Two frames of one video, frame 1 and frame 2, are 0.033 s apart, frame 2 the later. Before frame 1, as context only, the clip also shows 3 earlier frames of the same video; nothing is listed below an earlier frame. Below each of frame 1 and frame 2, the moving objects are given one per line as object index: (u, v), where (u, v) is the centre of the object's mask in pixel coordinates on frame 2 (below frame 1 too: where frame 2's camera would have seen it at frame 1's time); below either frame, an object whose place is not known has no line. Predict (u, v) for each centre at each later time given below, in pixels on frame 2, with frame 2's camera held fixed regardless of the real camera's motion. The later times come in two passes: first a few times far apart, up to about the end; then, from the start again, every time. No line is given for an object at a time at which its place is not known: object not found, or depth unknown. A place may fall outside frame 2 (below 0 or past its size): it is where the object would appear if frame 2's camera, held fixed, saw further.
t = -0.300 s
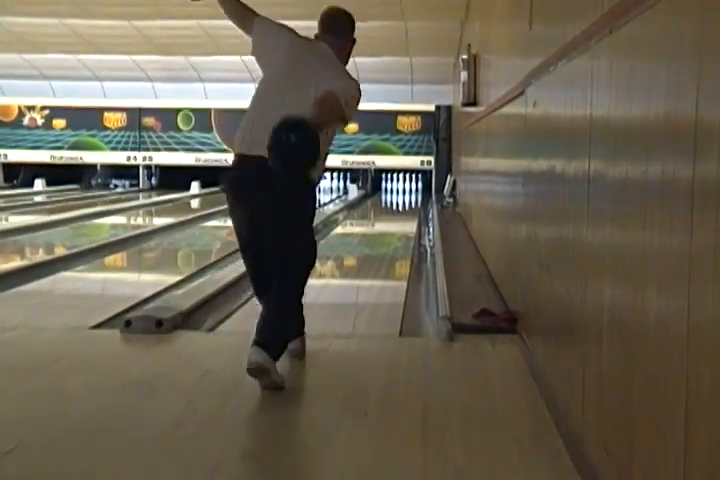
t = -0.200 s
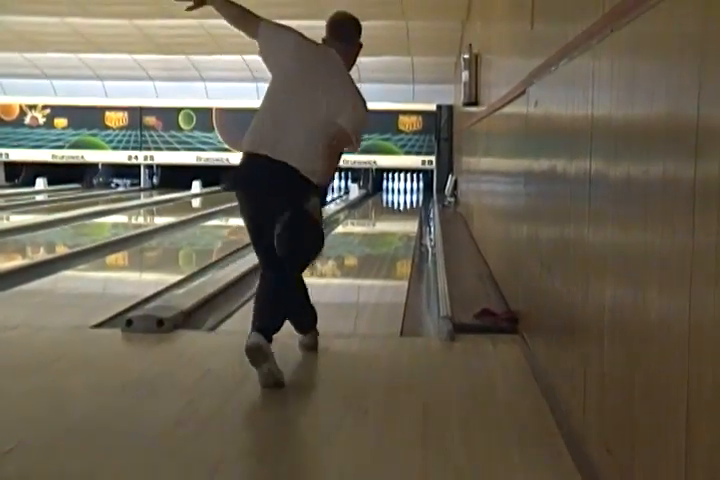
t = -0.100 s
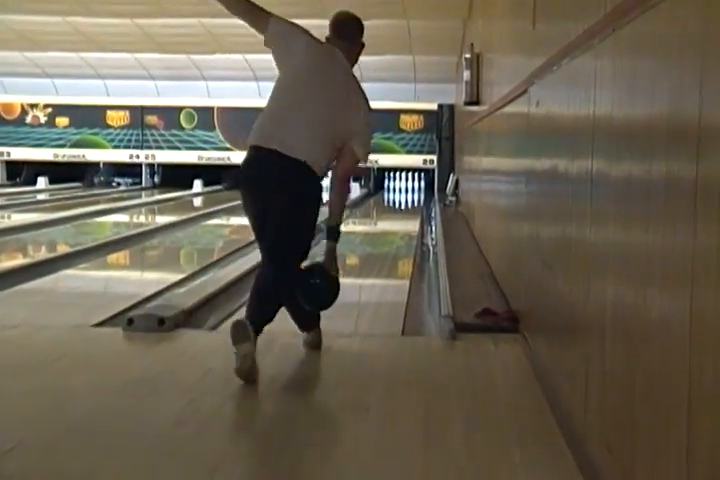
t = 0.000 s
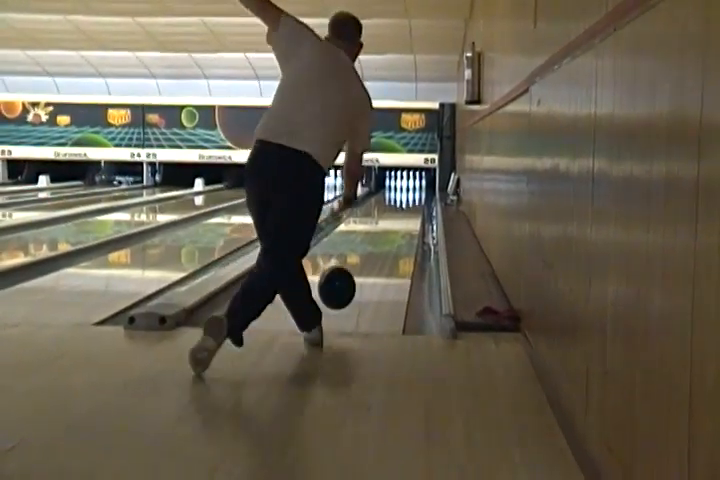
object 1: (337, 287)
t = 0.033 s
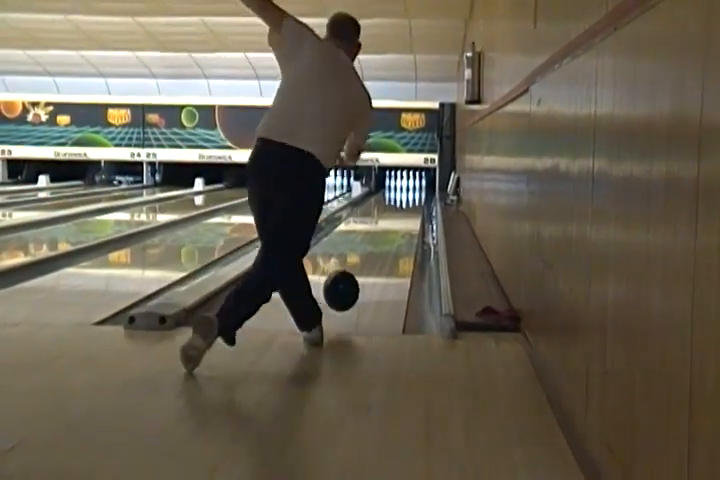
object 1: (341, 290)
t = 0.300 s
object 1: (367, 263)
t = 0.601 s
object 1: (384, 237)
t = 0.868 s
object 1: (393, 223)
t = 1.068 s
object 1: (398, 215)
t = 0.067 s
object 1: (345, 295)
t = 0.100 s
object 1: (349, 289)
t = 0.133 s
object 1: (352, 283)
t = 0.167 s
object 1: (356, 280)
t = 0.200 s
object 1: (359, 275)
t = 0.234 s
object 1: (362, 271)
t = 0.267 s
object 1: (364, 267)
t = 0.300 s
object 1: (367, 263)
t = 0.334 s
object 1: (369, 259)
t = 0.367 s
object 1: (372, 256)
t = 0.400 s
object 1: (374, 253)
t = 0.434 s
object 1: (376, 250)
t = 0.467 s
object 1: (378, 248)
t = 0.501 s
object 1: (379, 245)
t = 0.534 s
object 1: (381, 242)
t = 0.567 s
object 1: (382, 240)
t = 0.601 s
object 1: (384, 237)
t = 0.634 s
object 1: (385, 235)
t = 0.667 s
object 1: (386, 233)
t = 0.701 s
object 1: (387, 232)
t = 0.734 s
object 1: (388, 230)
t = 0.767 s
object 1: (390, 228)
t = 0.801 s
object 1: (391, 226)
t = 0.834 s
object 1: (392, 225)
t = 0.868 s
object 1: (393, 223)
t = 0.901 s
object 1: (394, 222)
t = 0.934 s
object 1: (395, 220)
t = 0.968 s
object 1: (396, 219)
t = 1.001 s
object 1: (397, 217)
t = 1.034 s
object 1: (398, 216)
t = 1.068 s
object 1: (398, 215)
